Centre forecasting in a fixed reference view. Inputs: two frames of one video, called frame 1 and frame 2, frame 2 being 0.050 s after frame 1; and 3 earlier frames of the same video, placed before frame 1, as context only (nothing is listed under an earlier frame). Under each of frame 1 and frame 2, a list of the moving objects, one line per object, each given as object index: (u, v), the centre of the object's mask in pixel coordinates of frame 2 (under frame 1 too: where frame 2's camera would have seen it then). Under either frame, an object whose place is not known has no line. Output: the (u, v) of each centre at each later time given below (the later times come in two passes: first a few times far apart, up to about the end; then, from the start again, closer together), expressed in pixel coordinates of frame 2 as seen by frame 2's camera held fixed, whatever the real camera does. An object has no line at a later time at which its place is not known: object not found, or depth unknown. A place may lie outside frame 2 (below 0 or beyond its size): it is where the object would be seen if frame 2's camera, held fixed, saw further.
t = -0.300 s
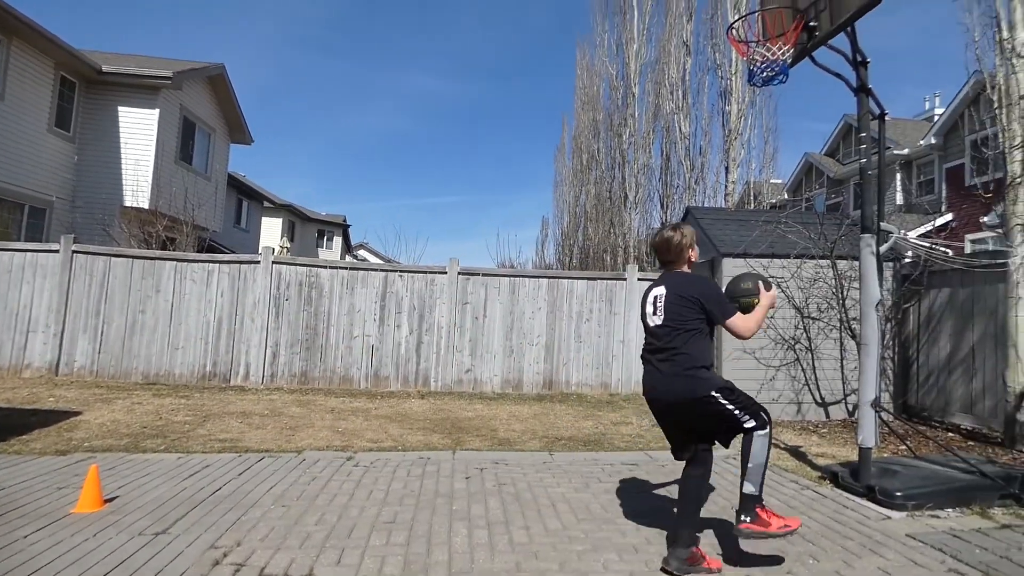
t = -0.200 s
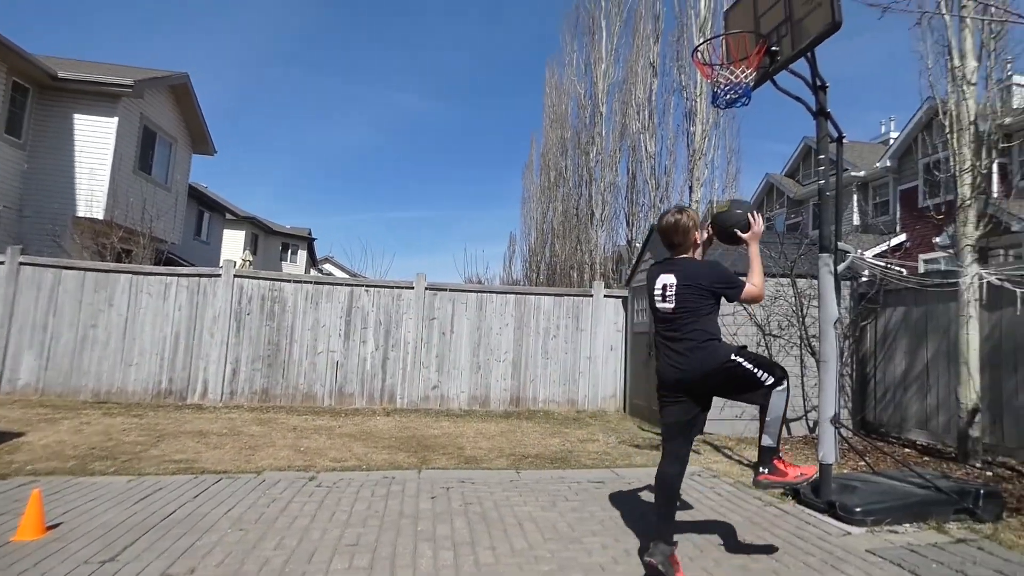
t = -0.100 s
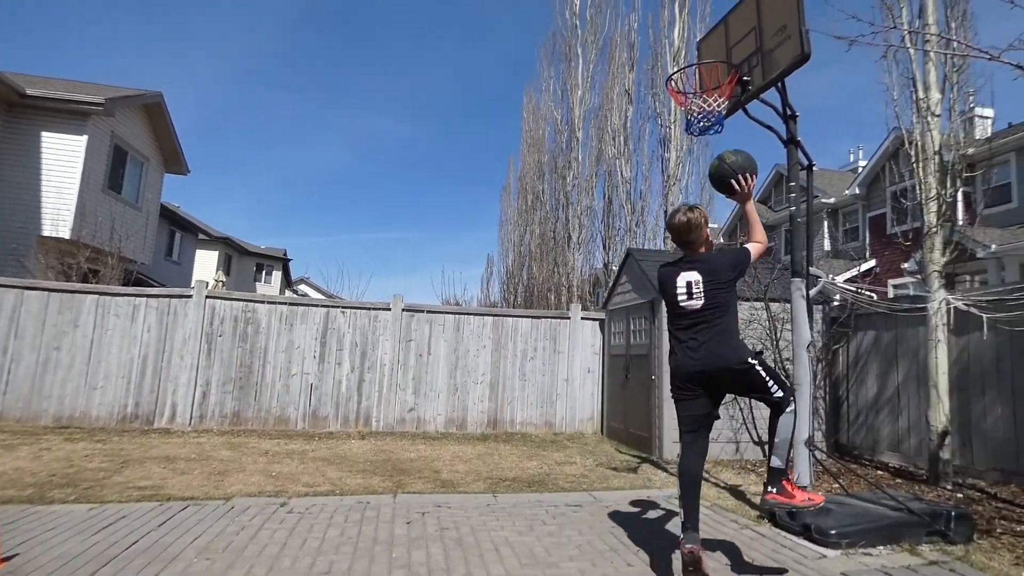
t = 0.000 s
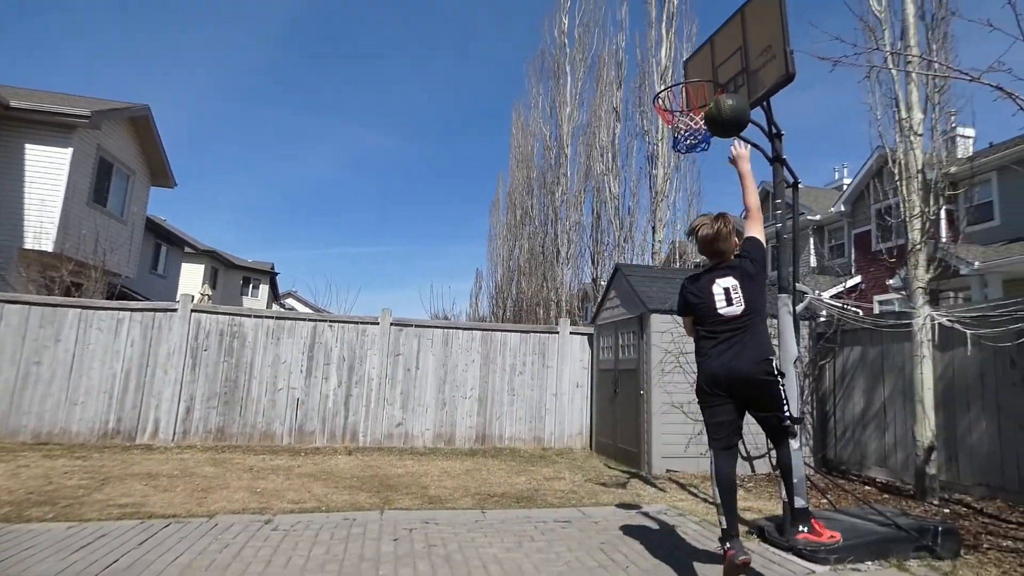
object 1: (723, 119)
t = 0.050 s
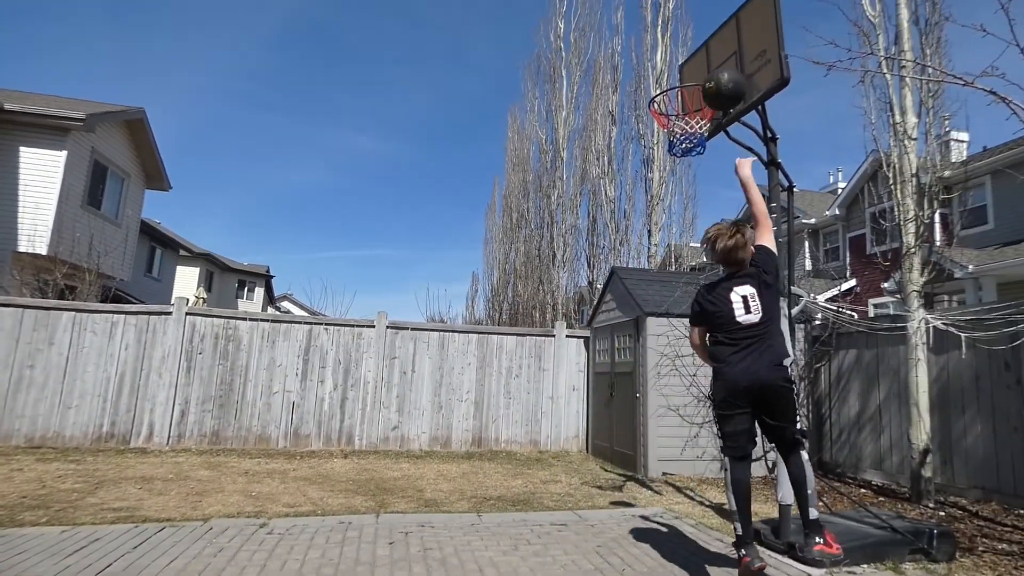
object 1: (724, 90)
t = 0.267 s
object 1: (729, 19)
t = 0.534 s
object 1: (708, 30)
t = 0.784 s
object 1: (666, 117)
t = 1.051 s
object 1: (689, 147)
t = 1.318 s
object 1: (686, 153)
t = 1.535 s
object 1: (667, 225)
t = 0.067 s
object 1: (724, 80)
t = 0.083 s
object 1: (725, 72)
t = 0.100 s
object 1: (725, 65)
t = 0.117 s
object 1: (725, 58)
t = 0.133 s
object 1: (726, 52)
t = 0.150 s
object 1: (726, 46)
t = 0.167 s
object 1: (727, 41)
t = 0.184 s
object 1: (727, 36)
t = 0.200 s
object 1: (728, 32)
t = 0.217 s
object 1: (728, 28)
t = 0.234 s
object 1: (728, 24)
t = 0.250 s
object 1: (729, 22)
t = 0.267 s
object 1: (729, 19)
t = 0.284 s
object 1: (729, 18)
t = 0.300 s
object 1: (729, 16)
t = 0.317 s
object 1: (730, 15)
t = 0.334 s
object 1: (730, 15)
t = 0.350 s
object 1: (730, 14)
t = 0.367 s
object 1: (731, 14)
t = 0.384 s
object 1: (731, 15)
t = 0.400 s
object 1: (730, 15)
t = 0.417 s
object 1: (727, 15)
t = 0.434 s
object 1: (725, 17)
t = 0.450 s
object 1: (722, 18)
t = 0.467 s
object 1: (720, 20)
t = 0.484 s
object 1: (717, 22)
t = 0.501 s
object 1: (714, 24)
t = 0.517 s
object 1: (711, 27)
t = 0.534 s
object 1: (708, 30)
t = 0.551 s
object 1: (706, 34)
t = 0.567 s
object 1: (703, 37)
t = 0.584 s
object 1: (700, 41)
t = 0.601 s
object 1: (698, 46)
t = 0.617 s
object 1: (695, 51)
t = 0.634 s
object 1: (692, 56)
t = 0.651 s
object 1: (689, 62)
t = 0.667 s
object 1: (686, 68)
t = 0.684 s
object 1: (683, 71)
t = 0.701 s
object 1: (679, 78)
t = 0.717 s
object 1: (677, 88)
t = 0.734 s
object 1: (674, 96)
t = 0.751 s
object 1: (673, 104)
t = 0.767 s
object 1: (669, 110)
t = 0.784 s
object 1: (666, 117)
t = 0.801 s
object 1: (663, 122)
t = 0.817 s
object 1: (660, 122)
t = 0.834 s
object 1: (660, 124)
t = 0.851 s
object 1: (662, 124)
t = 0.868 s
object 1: (663, 122)
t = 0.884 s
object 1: (666, 119)
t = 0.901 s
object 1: (666, 117)
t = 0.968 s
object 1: (678, 129)
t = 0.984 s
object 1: (689, 144)
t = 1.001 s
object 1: (689, 145)
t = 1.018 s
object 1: (688, 146)
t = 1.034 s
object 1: (689, 147)
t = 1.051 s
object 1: (689, 147)
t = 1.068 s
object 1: (689, 148)
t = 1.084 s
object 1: (692, 148)
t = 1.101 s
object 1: (690, 150)
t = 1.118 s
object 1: (690, 150)
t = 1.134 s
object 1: (691, 149)
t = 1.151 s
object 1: (688, 149)
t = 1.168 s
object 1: (691, 147)
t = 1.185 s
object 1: (692, 146)
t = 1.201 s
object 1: (691, 147)
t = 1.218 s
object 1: (691, 148)
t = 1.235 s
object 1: (692, 149)
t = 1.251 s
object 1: (692, 150)
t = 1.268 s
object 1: (688, 150)
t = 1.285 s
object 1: (688, 151)
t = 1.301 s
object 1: (686, 152)
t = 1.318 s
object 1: (686, 153)
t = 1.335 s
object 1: (685, 155)
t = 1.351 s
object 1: (683, 158)
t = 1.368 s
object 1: (682, 161)
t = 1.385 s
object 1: (680, 166)
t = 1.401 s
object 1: (679, 171)
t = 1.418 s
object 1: (678, 177)
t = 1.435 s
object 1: (676, 182)
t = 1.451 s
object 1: (674, 188)
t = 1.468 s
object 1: (673, 195)
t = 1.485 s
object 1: (672, 202)
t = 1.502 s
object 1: (670, 209)
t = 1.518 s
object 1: (668, 217)
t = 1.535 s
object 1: (667, 225)
